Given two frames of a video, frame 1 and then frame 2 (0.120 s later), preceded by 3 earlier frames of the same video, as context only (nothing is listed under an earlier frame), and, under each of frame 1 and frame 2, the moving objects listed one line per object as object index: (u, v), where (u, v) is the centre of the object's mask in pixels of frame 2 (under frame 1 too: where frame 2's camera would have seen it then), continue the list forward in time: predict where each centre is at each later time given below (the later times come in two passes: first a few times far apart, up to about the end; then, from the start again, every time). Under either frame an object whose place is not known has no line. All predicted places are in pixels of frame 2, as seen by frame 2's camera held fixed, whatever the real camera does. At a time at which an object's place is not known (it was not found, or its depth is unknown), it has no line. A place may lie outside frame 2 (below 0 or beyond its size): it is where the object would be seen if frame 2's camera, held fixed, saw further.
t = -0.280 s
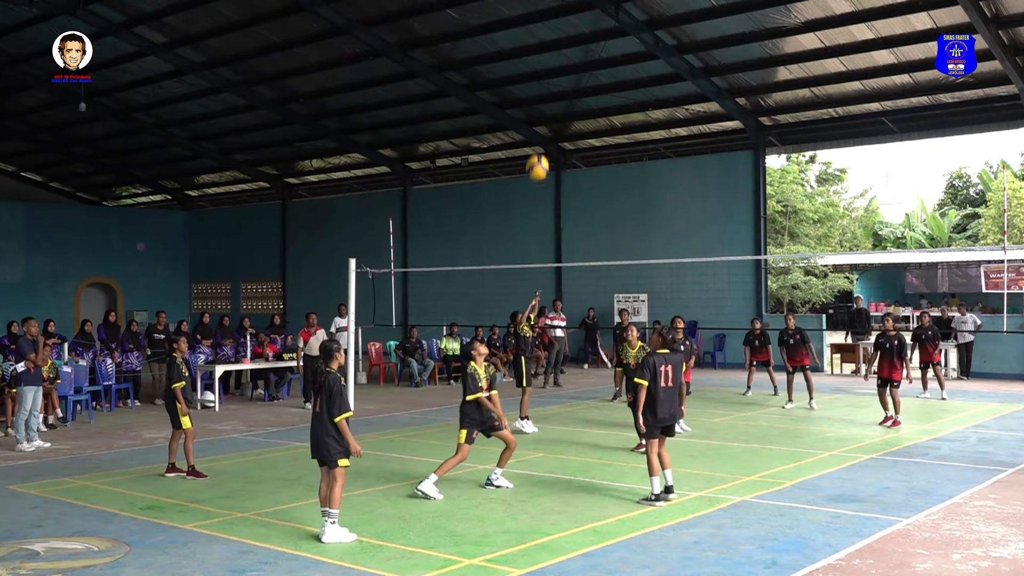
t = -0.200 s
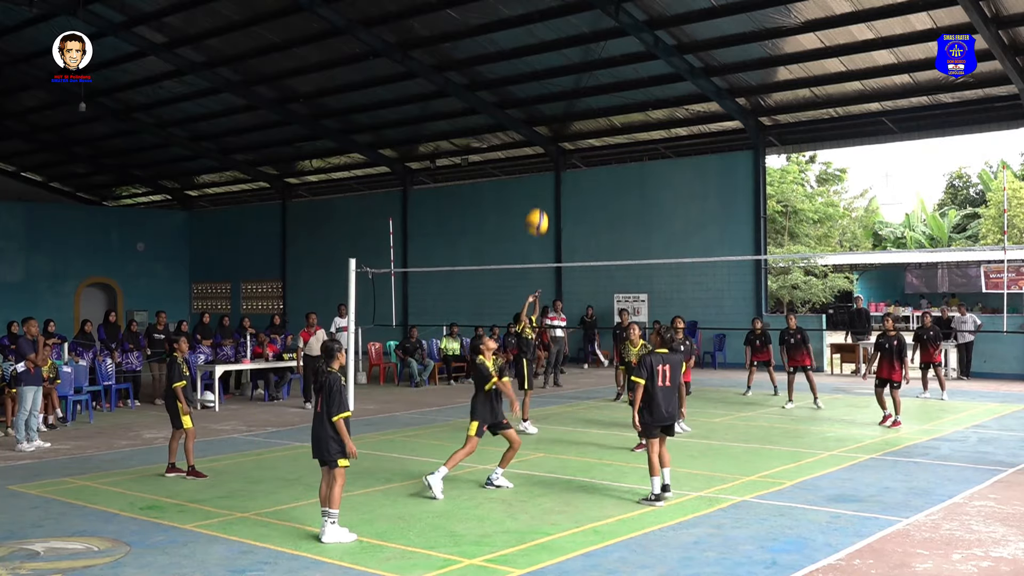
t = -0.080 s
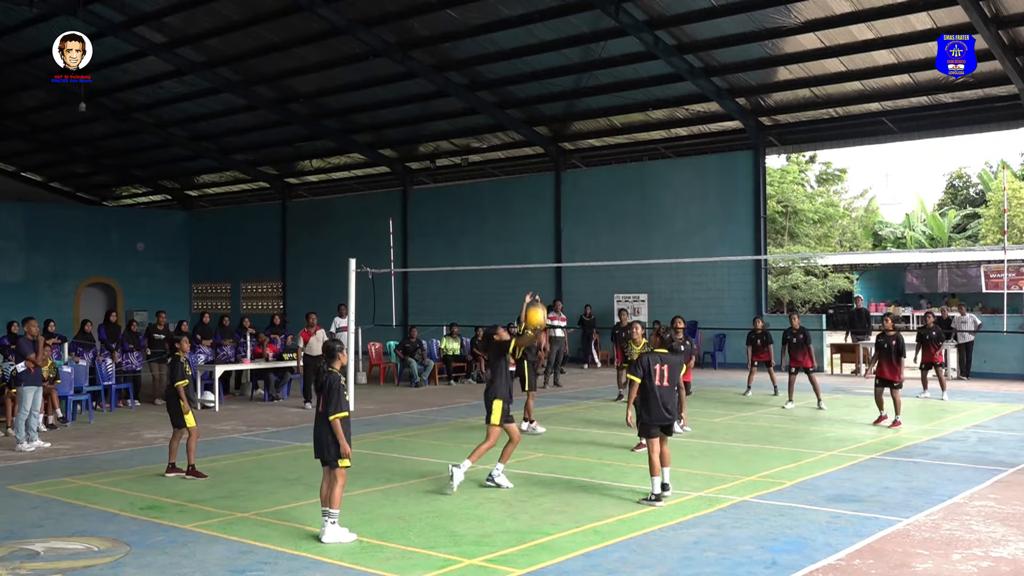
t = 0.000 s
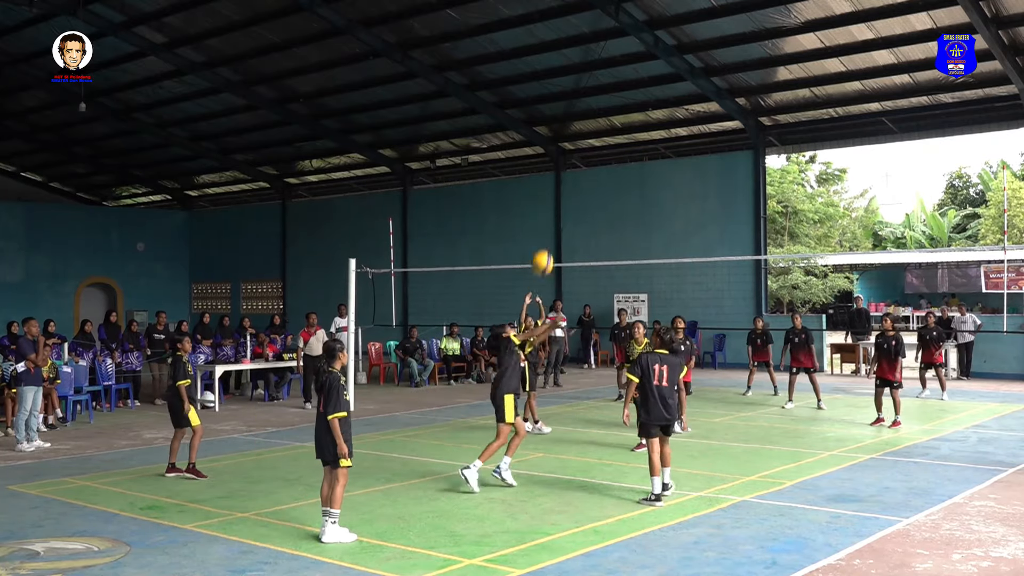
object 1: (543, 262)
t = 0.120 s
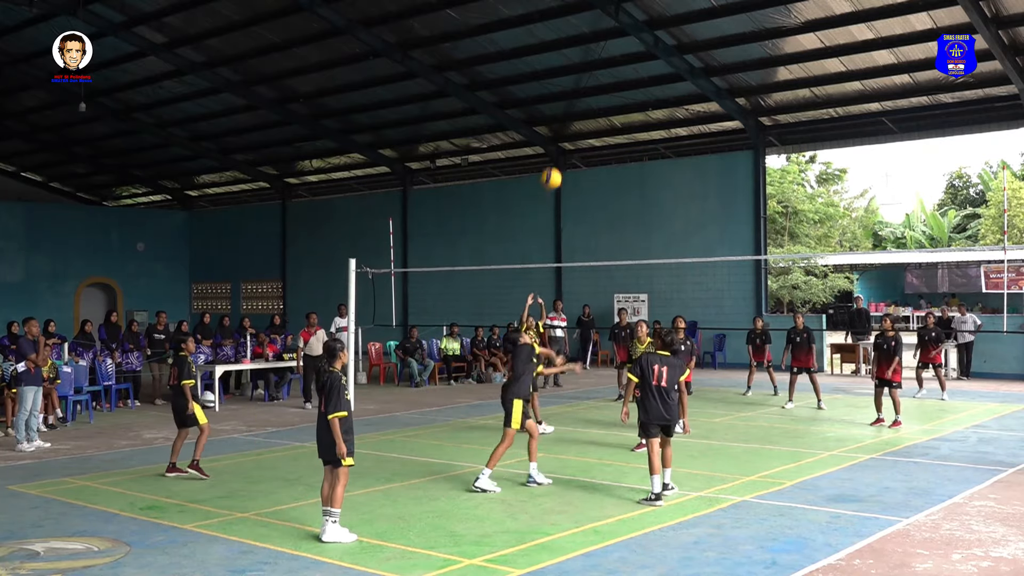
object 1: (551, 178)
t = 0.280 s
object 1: (560, 100)
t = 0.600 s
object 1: (575, 33)
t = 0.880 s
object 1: (584, 45)
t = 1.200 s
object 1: (592, 117)
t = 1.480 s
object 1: (599, 216)
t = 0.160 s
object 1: (554, 156)
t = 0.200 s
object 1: (556, 135)
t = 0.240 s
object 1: (558, 117)
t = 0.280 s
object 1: (560, 100)
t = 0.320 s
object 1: (563, 86)
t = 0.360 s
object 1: (564, 73)
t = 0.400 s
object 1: (566, 63)
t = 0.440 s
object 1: (568, 53)
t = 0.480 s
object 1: (570, 45)
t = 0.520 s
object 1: (571, 40)
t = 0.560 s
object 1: (573, 36)
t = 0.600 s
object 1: (575, 33)
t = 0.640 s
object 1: (576, 31)
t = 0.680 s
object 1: (578, 30)
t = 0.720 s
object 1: (579, 32)
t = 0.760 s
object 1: (580, 33)
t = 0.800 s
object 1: (582, 36)
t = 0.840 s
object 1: (583, 40)
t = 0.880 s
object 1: (584, 45)
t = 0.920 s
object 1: (585, 51)
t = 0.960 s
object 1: (586, 58)
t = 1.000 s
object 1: (587, 65)
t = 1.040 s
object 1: (588, 74)
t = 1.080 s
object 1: (589, 84)
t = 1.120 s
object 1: (591, 94)
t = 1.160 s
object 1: (591, 105)
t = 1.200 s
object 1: (592, 117)
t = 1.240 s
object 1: (594, 129)
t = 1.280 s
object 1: (594, 142)
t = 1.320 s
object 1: (595, 156)
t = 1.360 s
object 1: (596, 170)
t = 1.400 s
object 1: (598, 185)
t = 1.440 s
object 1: (598, 200)
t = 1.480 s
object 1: (599, 216)
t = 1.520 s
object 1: (601, 232)
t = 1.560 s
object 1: (602, 249)
